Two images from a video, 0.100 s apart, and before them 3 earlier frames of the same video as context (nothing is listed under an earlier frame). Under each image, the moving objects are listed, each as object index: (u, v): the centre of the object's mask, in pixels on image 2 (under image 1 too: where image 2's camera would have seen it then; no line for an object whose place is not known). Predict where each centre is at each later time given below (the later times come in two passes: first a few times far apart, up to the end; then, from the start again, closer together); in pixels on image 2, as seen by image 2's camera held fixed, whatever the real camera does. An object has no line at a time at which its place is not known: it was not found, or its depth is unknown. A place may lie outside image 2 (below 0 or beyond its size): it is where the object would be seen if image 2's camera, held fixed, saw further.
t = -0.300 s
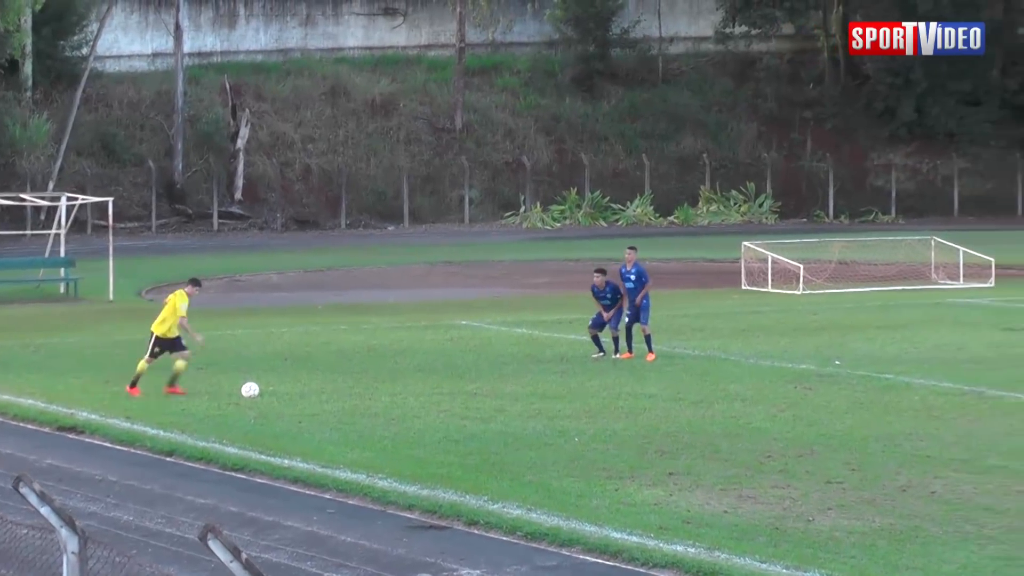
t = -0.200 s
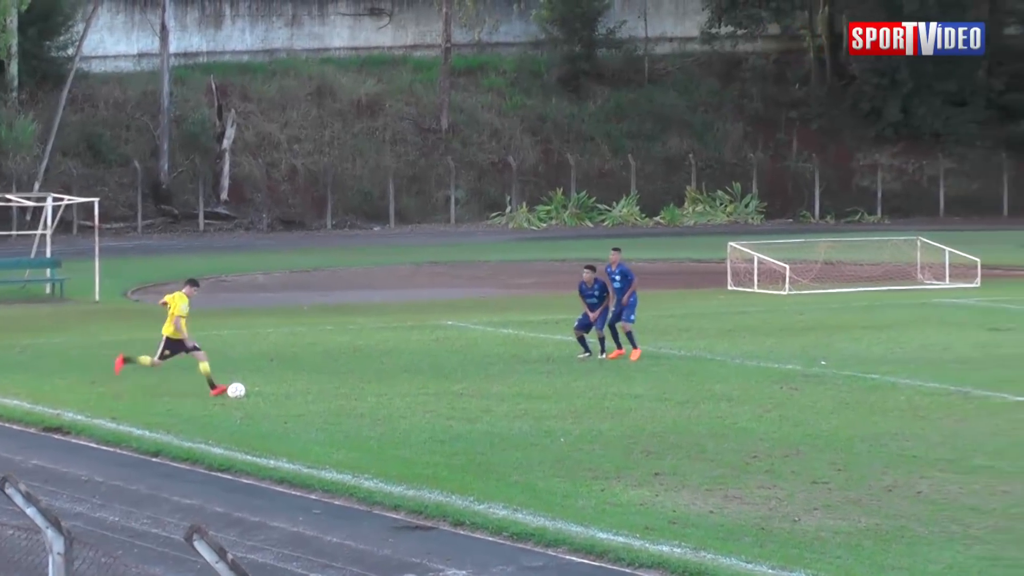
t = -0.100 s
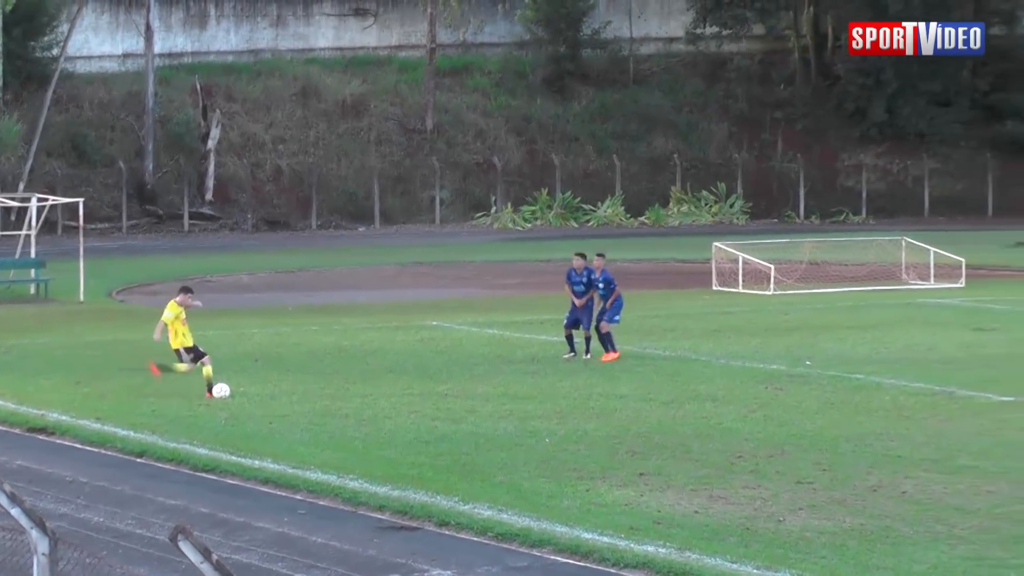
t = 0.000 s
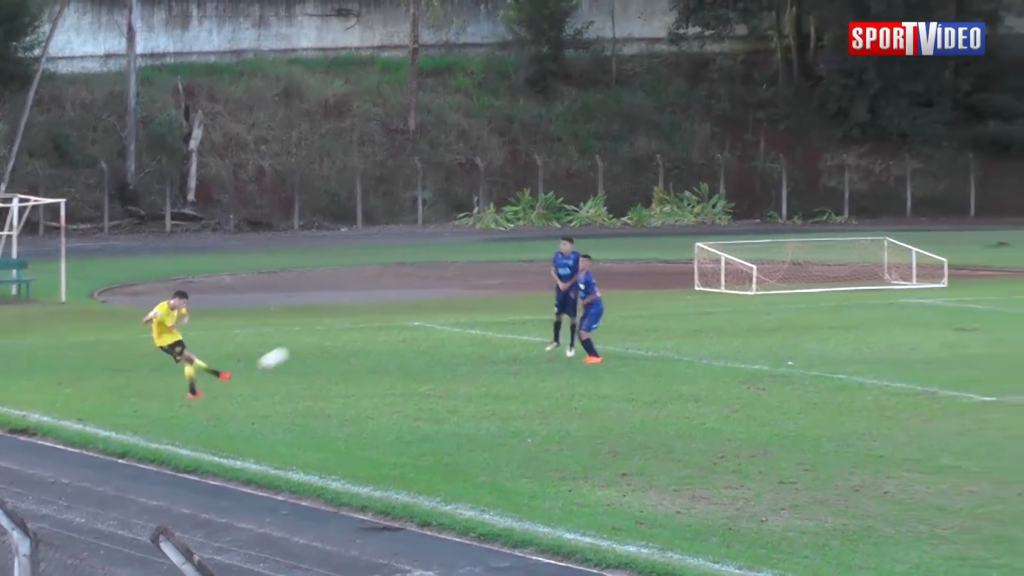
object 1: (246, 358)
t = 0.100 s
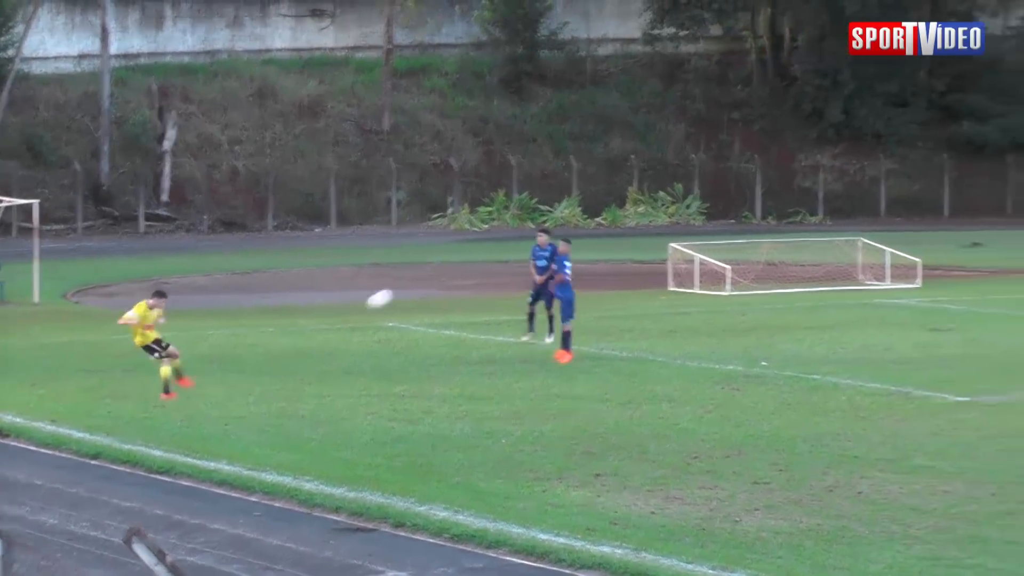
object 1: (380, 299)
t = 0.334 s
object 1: (639, 201)
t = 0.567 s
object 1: (847, 147)
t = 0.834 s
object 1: (1025, 128)
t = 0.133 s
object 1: (421, 282)
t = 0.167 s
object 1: (461, 265)
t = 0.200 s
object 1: (498, 251)
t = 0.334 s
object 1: (639, 201)
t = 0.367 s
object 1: (672, 190)
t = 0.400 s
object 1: (703, 181)
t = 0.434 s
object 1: (734, 173)
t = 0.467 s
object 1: (764, 165)
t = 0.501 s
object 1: (792, 158)
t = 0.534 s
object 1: (820, 152)
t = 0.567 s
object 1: (847, 147)
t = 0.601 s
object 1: (873, 142)
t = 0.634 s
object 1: (899, 138)
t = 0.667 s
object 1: (923, 135)
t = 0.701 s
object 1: (947, 133)
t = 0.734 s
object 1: (971, 130)
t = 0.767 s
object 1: (990, 129)
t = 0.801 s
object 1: (1007, 127)
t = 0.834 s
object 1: (1025, 128)
